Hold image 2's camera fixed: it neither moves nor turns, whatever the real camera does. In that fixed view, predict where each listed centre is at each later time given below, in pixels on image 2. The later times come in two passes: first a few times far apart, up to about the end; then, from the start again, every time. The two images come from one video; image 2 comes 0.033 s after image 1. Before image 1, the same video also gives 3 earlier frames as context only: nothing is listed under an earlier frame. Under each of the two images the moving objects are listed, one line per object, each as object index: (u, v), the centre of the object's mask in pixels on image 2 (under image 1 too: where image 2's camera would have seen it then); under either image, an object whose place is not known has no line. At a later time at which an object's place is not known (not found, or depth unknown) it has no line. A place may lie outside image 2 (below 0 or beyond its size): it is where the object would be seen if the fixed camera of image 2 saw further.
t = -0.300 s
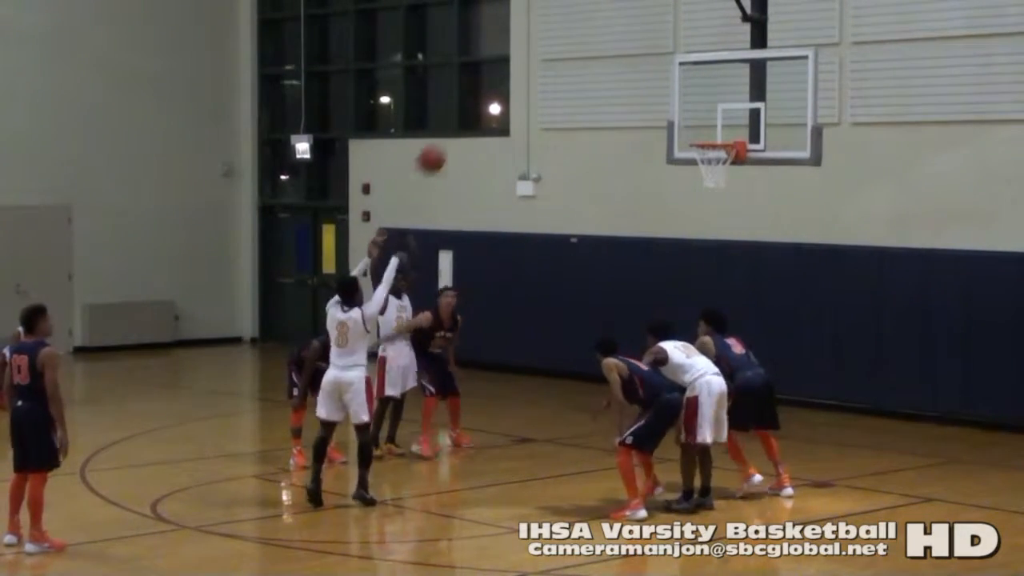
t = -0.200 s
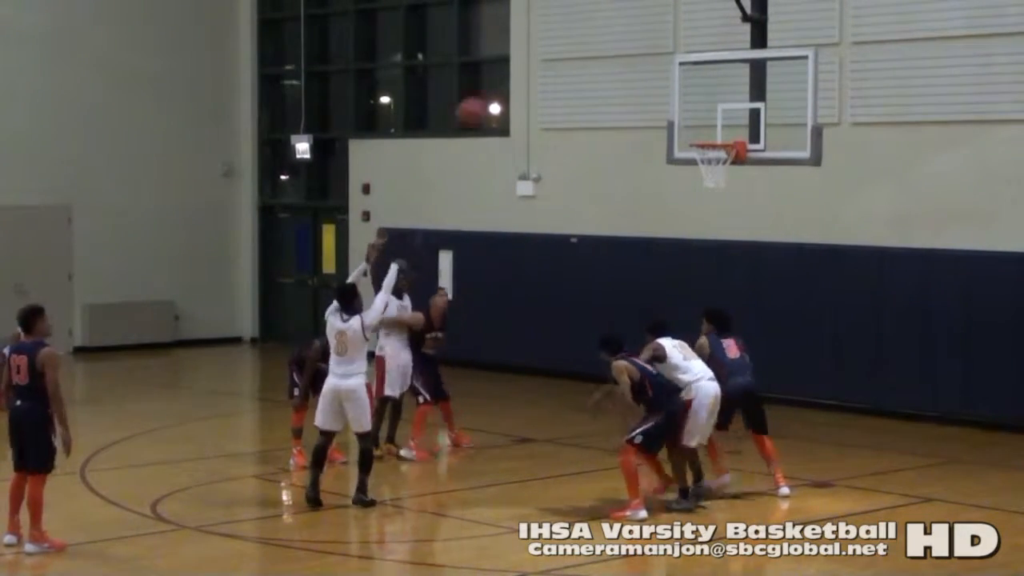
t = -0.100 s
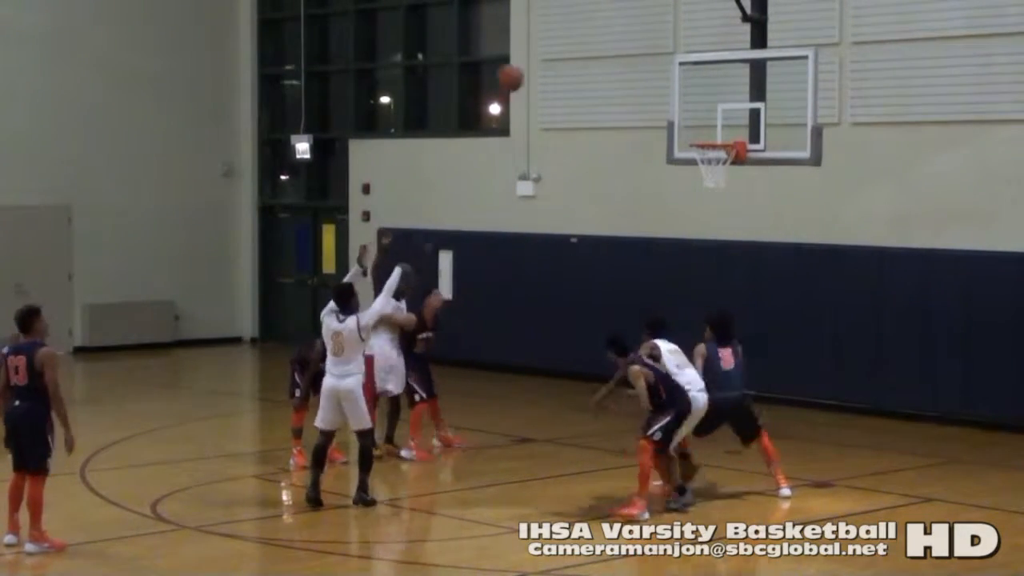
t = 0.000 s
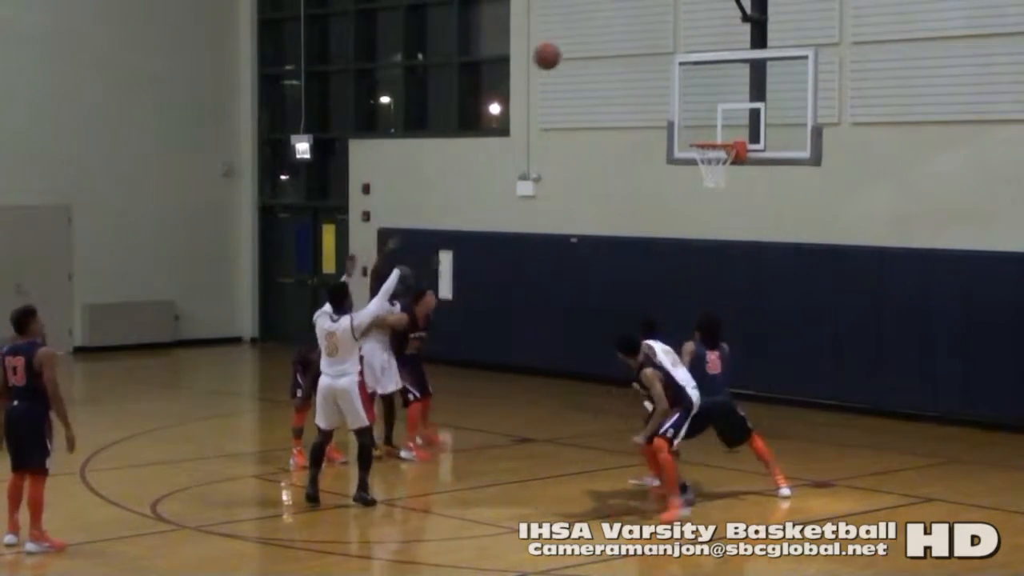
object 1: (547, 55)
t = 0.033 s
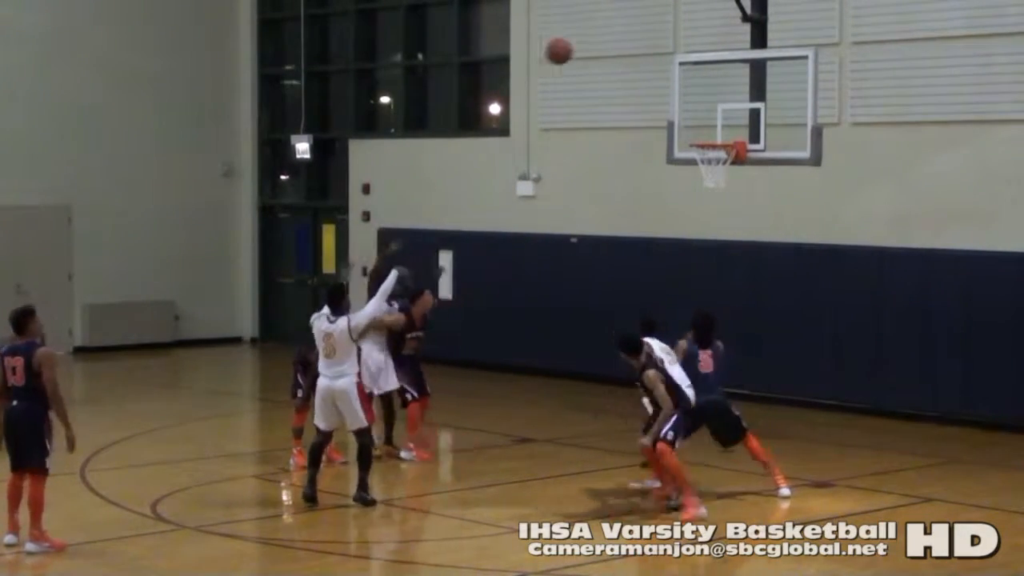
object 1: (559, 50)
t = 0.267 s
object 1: (638, 50)
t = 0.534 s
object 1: (719, 116)
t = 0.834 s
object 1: (706, 97)
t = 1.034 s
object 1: (683, 113)
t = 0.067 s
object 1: (570, 47)
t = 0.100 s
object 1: (582, 45)
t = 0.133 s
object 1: (593, 43)
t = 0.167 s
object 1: (605, 43)
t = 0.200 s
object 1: (615, 44)
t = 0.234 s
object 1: (627, 46)
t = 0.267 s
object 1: (638, 50)
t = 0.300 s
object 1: (649, 54)
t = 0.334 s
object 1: (659, 60)
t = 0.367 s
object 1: (669, 65)
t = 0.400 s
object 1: (680, 75)
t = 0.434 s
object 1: (690, 85)
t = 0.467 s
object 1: (700, 94)
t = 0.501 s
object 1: (710, 104)
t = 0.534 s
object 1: (719, 116)
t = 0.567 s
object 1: (729, 128)
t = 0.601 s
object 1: (732, 128)
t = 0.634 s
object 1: (729, 121)
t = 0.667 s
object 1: (724, 114)
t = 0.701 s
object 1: (721, 108)
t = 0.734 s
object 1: (717, 104)
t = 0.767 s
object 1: (713, 100)
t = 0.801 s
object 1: (710, 98)
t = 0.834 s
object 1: (706, 97)
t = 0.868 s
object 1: (702, 97)
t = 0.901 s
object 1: (698, 97)
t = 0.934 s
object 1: (694, 100)
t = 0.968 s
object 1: (691, 103)
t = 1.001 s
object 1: (687, 107)
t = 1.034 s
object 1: (683, 113)
